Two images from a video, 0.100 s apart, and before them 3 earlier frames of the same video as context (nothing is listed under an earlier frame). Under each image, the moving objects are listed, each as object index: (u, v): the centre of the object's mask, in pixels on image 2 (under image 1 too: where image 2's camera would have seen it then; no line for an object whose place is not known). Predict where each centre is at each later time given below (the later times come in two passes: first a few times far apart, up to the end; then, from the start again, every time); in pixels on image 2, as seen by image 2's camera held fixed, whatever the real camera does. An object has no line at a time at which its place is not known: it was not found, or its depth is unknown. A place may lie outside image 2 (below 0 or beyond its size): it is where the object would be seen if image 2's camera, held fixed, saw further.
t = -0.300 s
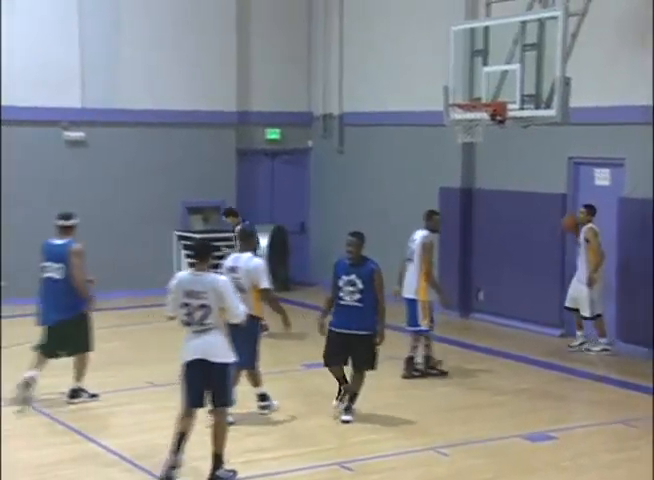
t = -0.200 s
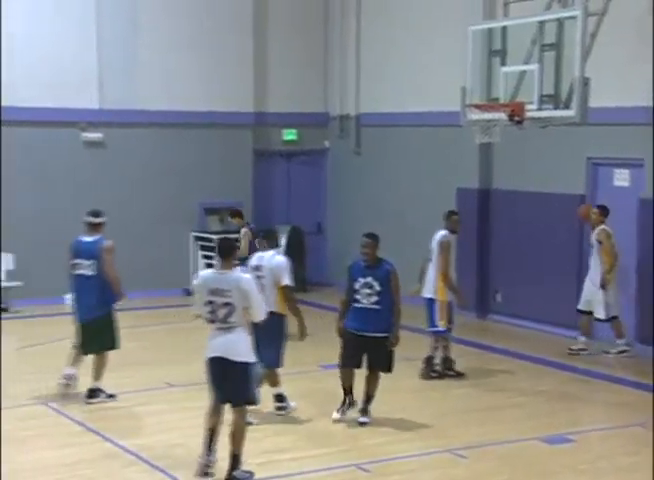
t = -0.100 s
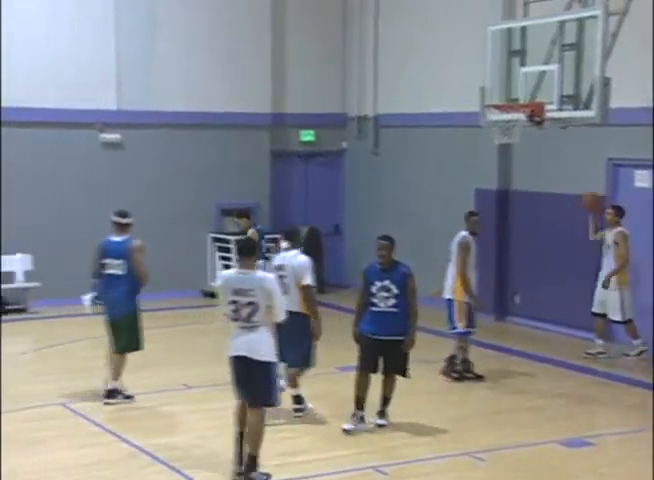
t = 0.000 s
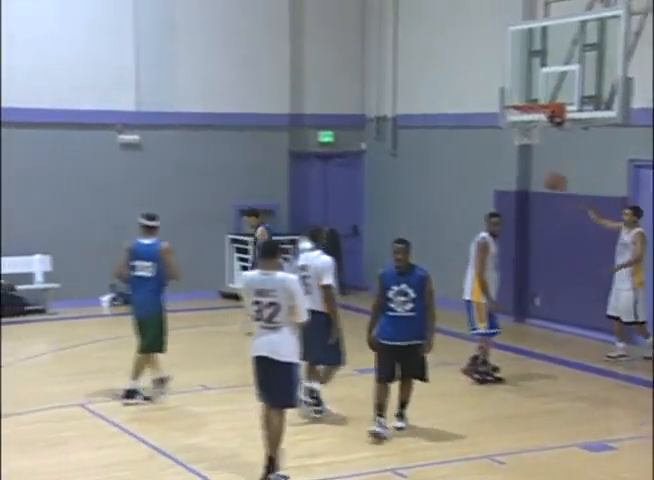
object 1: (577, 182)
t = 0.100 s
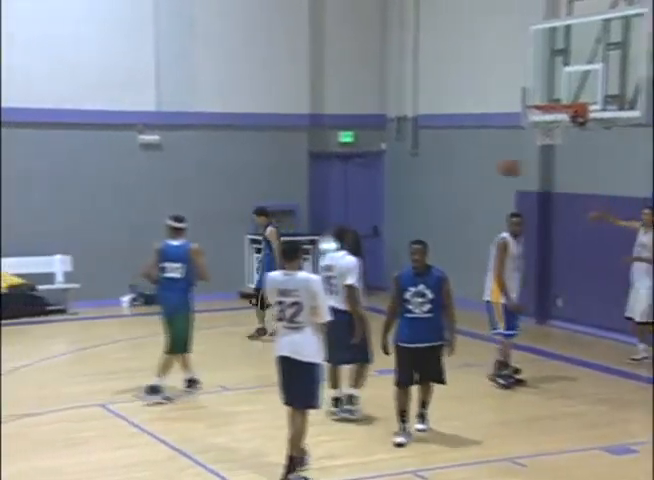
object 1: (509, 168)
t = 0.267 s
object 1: (400, 162)
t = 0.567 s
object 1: (211, 203)
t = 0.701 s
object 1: (128, 247)
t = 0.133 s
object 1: (487, 166)
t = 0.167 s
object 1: (467, 164)
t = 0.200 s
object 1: (445, 163)
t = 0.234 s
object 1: (423, 161)
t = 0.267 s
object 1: (400, 162)
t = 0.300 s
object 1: (380, 162)
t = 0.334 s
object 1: (359, 165)
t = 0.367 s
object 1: (336, 168)
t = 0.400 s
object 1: (316, 172)
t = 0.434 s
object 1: (293, 179)
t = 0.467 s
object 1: (273, 184)
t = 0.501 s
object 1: (254, 190)
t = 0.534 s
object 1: (232, 196)
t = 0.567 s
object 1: (211, 203)
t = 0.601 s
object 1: (190, 215)
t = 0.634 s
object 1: (169, 225)
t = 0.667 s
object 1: (149, 235)
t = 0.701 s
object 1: (128, 247)
